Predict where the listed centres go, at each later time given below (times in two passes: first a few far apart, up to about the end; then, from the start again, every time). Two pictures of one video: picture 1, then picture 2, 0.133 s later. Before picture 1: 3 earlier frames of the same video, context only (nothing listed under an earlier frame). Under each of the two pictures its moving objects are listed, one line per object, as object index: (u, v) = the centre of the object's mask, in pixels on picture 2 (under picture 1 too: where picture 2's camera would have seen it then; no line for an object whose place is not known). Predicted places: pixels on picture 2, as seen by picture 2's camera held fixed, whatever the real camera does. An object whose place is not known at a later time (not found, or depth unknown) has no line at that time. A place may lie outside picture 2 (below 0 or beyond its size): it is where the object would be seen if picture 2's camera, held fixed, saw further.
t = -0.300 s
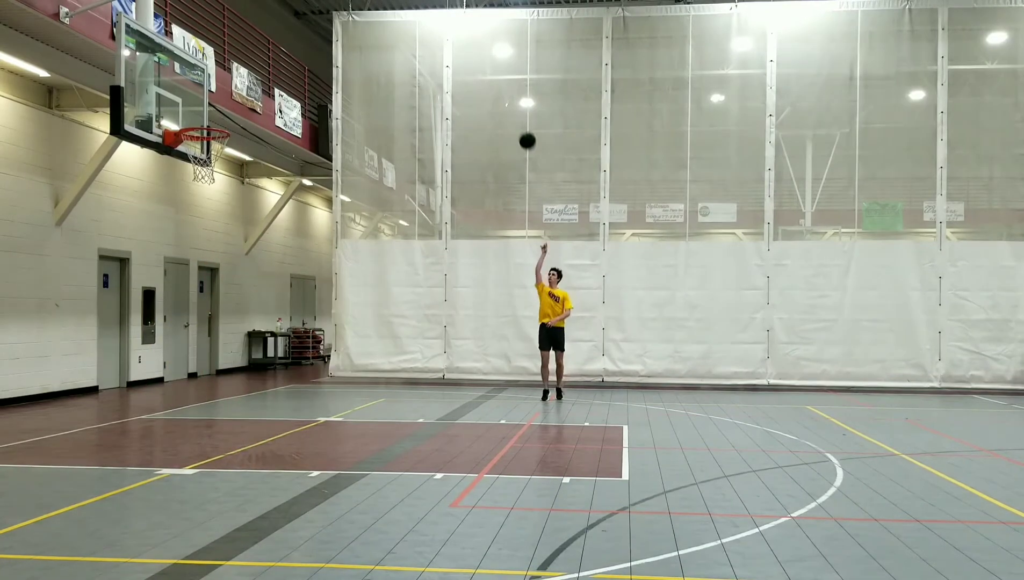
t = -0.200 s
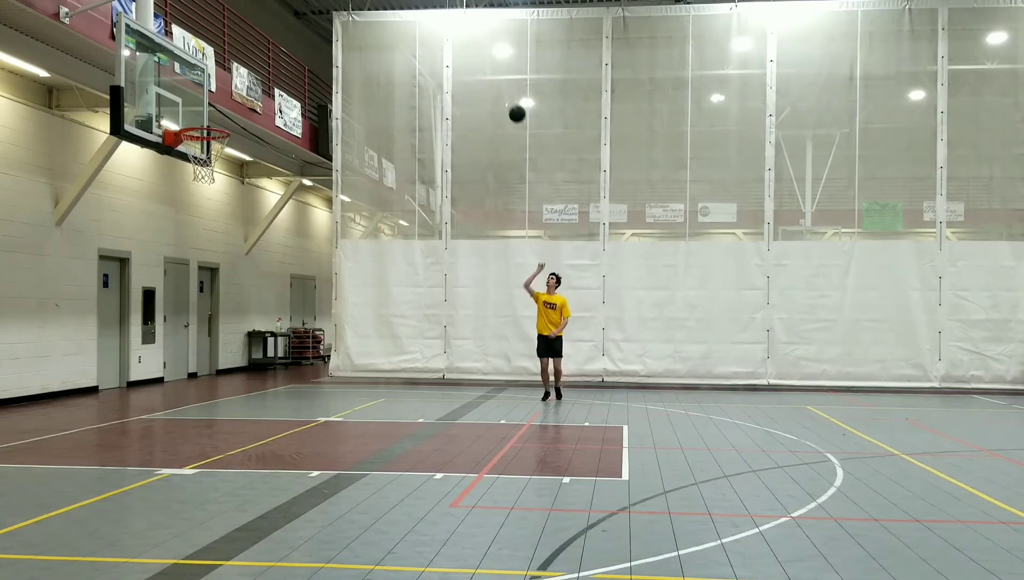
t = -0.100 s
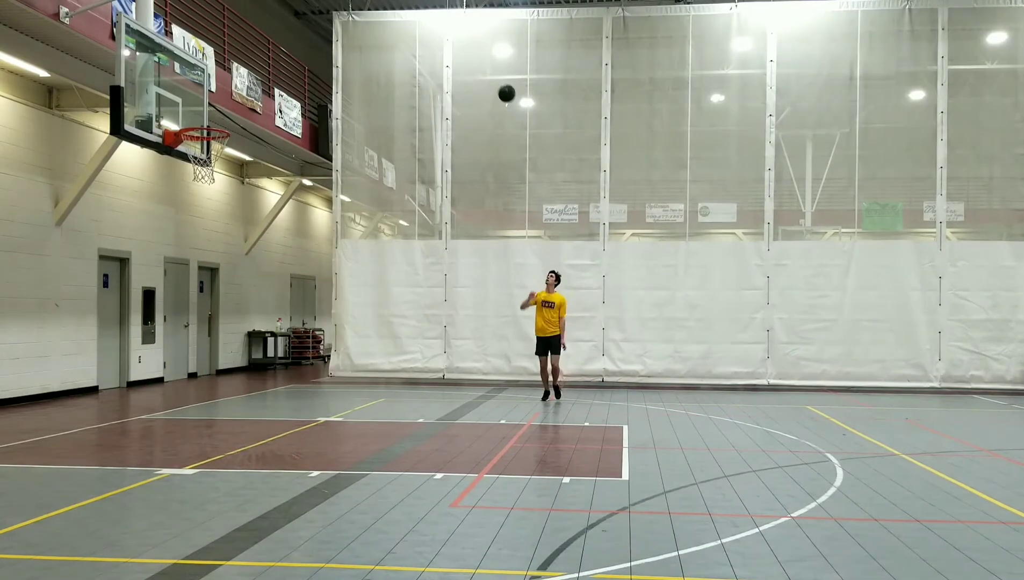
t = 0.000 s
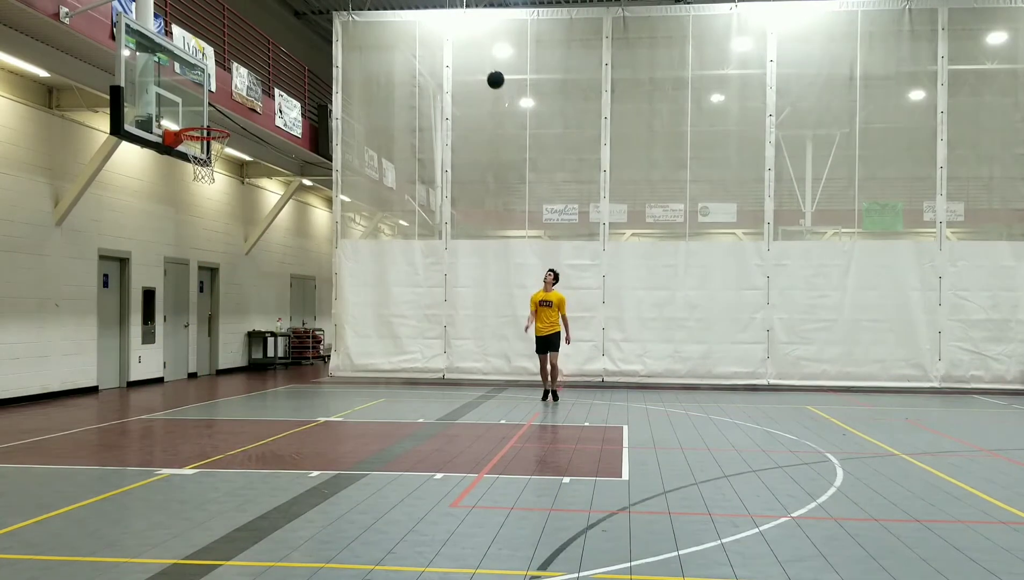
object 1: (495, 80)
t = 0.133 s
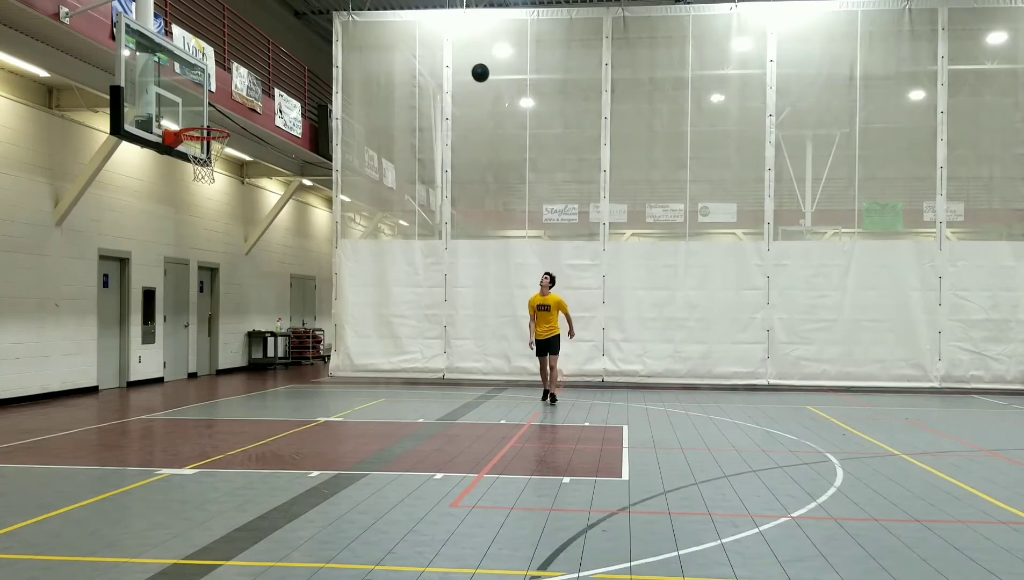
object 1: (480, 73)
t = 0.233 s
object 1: (468, 76)
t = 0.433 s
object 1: (444, 106)
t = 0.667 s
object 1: (413, 183)
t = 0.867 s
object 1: (385, 287)
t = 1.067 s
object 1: (355, 408)
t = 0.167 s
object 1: (476, 73)
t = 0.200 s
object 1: (472, 74)
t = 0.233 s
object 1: (468, 76)
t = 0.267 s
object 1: (464, 79)
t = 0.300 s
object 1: (460, 82)
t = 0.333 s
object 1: (456, 87)
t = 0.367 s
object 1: (452, 92)
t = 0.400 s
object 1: (448, 99)
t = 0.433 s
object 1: (444, 106)
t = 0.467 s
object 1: (440, 114)
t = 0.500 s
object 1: (435, 123)
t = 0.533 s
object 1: (431, 133)
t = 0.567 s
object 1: (426, 144)
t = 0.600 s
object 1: (422, 156)
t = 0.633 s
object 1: (418, 169)
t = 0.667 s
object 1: (413, 183)
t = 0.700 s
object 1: (408, 197)
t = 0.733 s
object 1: (404, 213)
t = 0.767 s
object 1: (399, 230)
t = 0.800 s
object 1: (395, 247)
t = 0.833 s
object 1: (390, 267)
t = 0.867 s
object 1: (385, 287)
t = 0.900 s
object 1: (380, 307)
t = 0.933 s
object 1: (375, 330)
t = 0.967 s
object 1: (370, 353)
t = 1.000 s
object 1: (365, 377)
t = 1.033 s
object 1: (359, 403)
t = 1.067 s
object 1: (355, 408)
